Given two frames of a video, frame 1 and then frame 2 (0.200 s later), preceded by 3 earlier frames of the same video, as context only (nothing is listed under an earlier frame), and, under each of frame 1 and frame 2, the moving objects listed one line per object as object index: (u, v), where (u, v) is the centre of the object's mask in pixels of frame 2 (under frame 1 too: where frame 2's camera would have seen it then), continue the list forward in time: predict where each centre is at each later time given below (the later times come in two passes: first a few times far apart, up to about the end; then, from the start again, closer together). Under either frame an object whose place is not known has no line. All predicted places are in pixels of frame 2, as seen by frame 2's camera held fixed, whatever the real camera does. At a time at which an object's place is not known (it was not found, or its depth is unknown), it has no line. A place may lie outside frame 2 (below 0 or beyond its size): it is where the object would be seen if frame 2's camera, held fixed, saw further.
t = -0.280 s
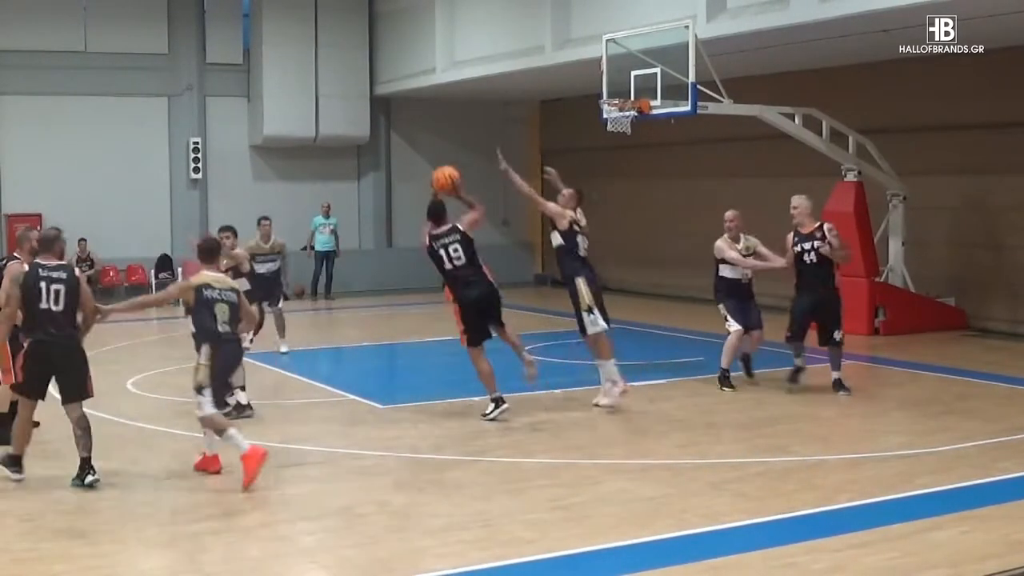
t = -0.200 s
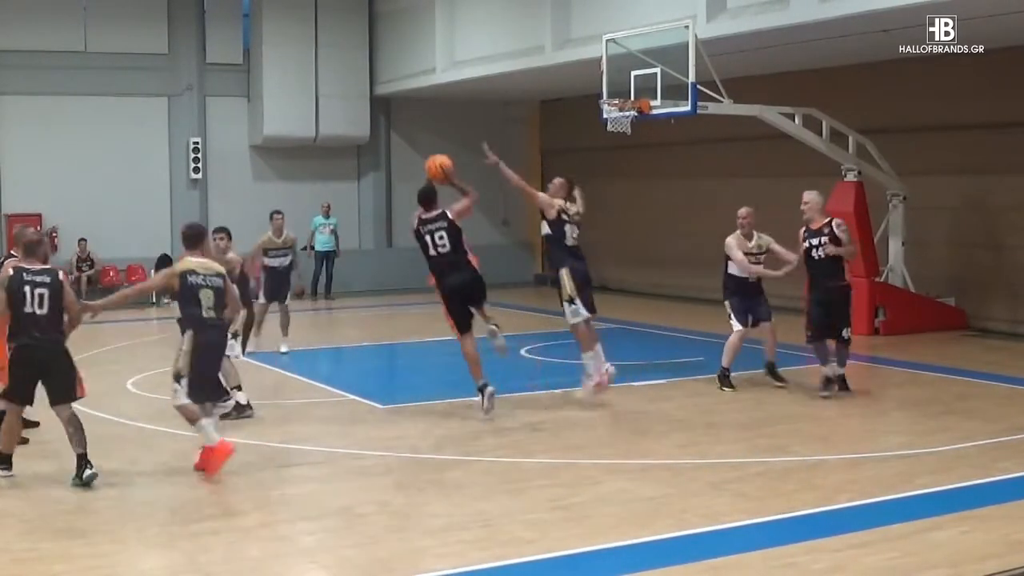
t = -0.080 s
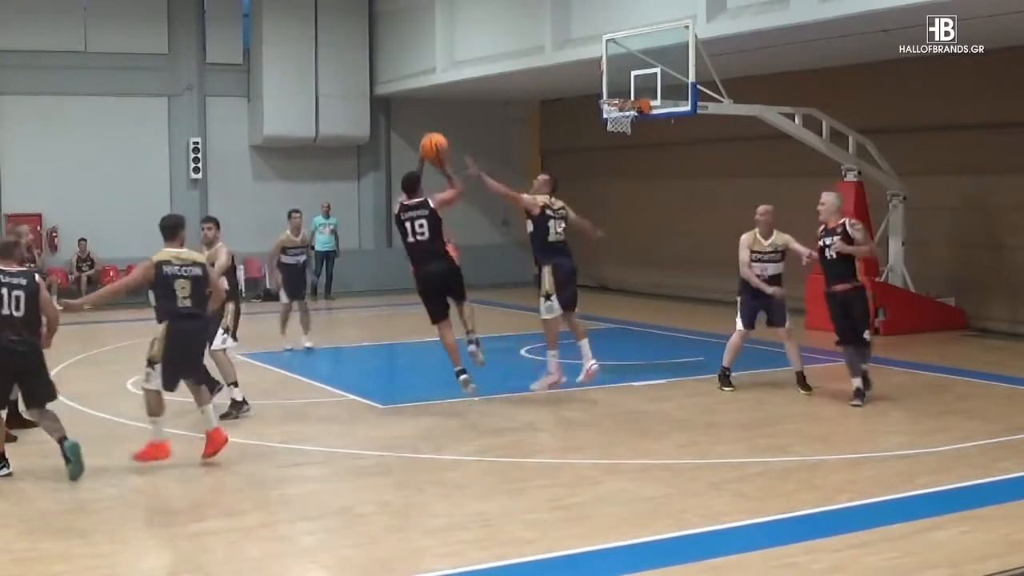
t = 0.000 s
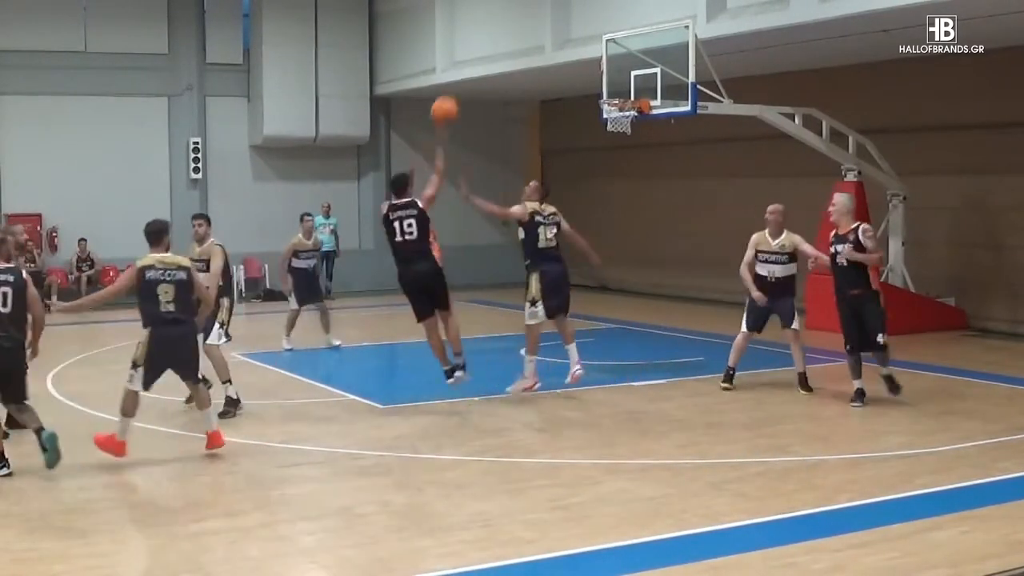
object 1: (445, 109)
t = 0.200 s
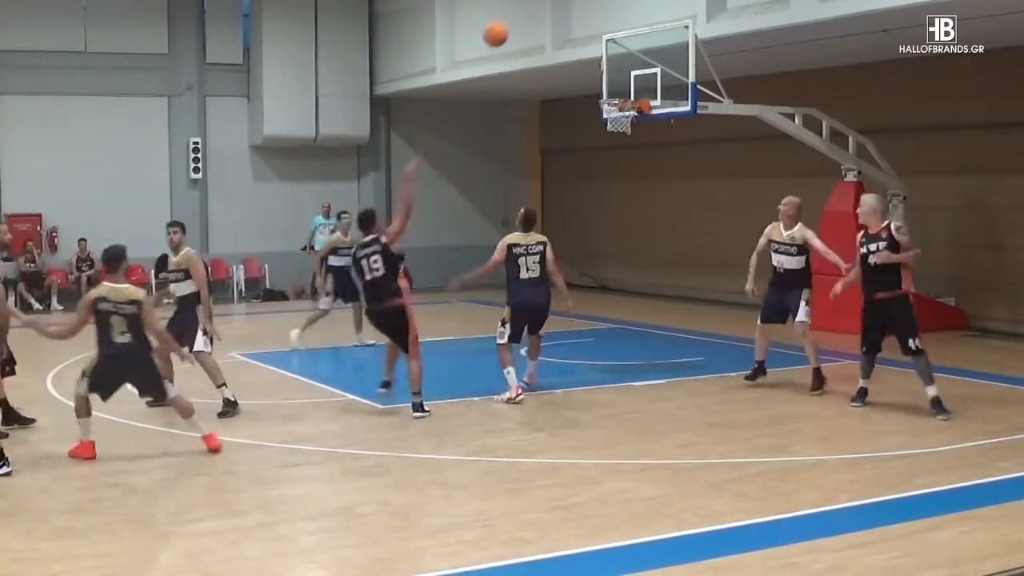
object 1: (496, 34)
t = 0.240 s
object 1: (505, 25)
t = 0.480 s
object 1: (555, 7)
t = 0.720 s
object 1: (598, 38)
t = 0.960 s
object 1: (639, 95)
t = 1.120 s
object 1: (682, 106)
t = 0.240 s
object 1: (505, 25)
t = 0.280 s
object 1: (514, 17)
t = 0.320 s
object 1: (522, 11)
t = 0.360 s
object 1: (531, 9)
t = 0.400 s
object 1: (539, 8)
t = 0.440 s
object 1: (547, 7)
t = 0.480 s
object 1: (555, 7)
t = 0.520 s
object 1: (562, 8)
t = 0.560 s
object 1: (569, 10)
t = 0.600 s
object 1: (577, 16)
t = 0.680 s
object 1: (591, 29)
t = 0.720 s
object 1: (598, 38)
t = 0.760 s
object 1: (604, 48)
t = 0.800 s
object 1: (611, 59)
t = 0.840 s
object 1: (616, 69)
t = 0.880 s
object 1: (622, 82)
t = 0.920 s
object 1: (629, 95)
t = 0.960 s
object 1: (639, 95)
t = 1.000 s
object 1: (650, 95)
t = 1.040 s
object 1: (660, 97)
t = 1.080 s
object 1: (671, 101)
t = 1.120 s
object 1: (682, 106)
